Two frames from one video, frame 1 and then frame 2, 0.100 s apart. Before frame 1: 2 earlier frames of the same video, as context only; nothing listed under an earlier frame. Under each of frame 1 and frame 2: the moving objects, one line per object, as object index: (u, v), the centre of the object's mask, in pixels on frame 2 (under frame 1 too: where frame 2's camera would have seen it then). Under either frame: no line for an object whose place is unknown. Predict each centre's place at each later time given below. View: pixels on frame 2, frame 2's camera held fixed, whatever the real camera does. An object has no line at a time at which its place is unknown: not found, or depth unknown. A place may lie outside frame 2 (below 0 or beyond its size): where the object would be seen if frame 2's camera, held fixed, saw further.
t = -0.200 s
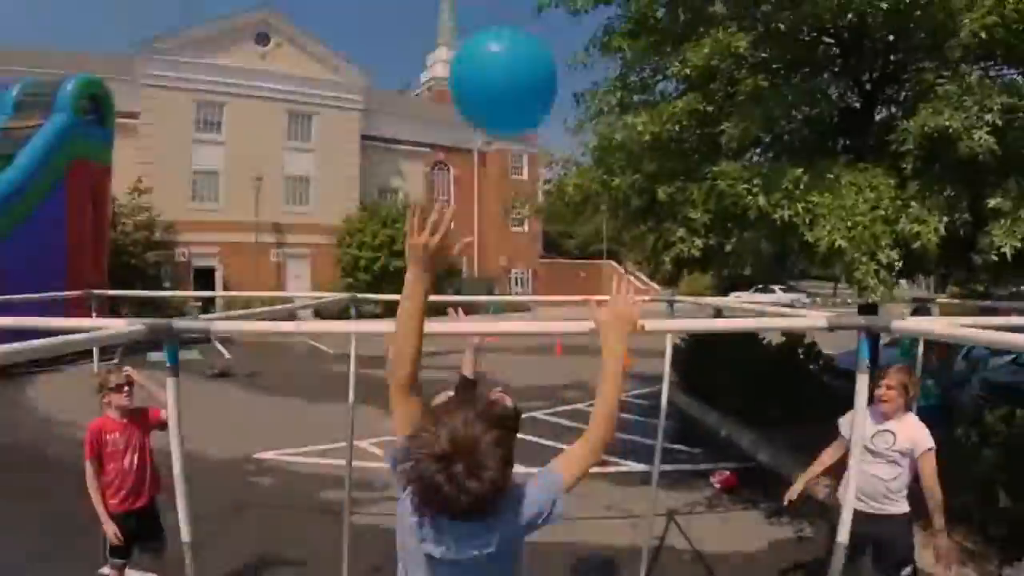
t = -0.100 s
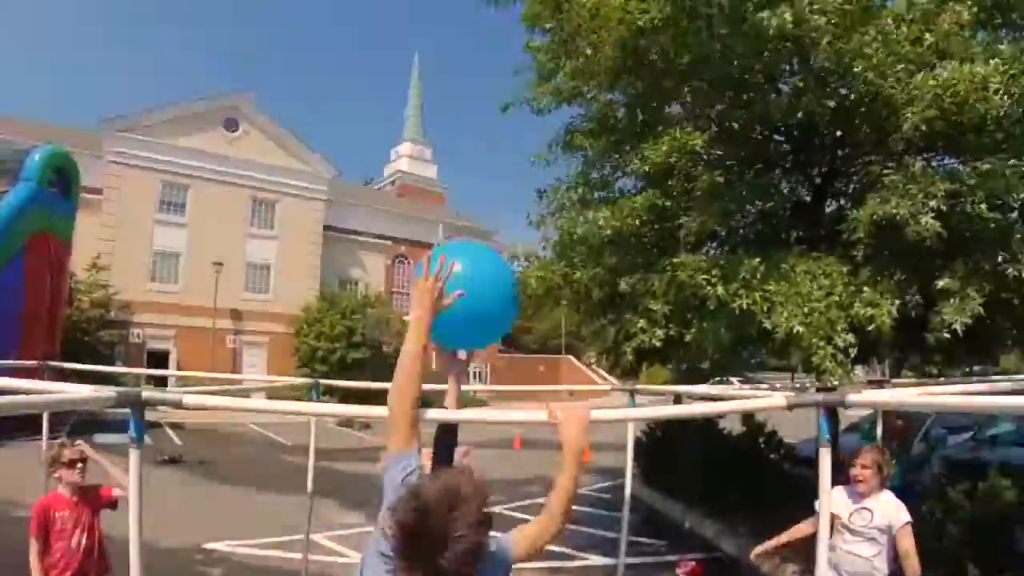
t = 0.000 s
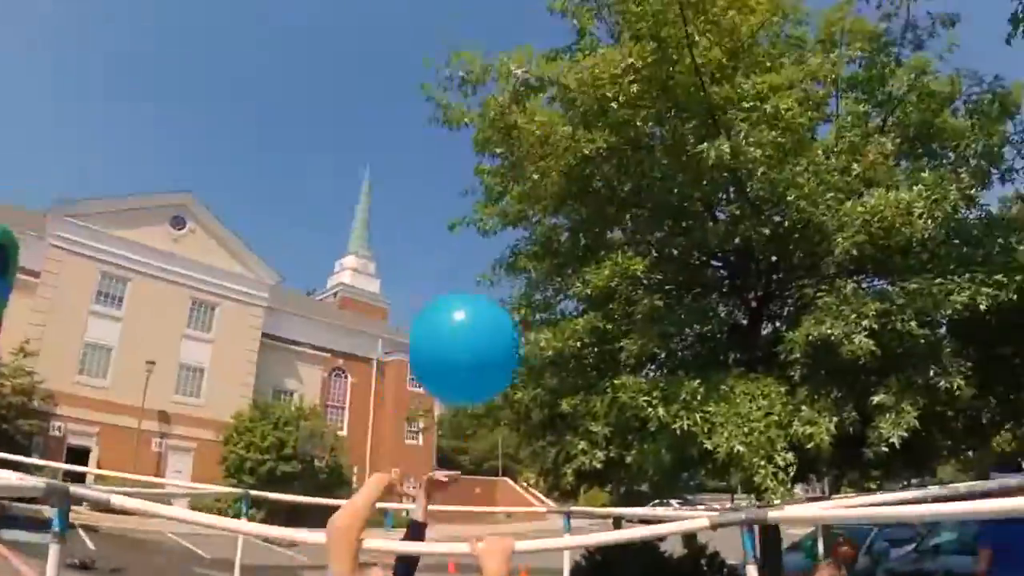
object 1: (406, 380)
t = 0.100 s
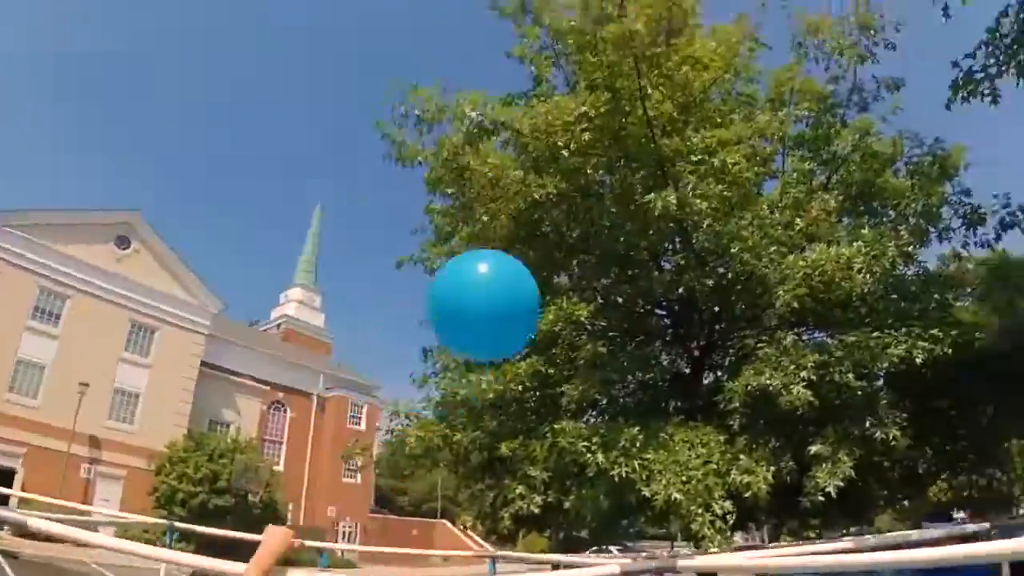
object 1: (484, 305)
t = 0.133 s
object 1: (508, 282)
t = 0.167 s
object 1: (531, 263)
